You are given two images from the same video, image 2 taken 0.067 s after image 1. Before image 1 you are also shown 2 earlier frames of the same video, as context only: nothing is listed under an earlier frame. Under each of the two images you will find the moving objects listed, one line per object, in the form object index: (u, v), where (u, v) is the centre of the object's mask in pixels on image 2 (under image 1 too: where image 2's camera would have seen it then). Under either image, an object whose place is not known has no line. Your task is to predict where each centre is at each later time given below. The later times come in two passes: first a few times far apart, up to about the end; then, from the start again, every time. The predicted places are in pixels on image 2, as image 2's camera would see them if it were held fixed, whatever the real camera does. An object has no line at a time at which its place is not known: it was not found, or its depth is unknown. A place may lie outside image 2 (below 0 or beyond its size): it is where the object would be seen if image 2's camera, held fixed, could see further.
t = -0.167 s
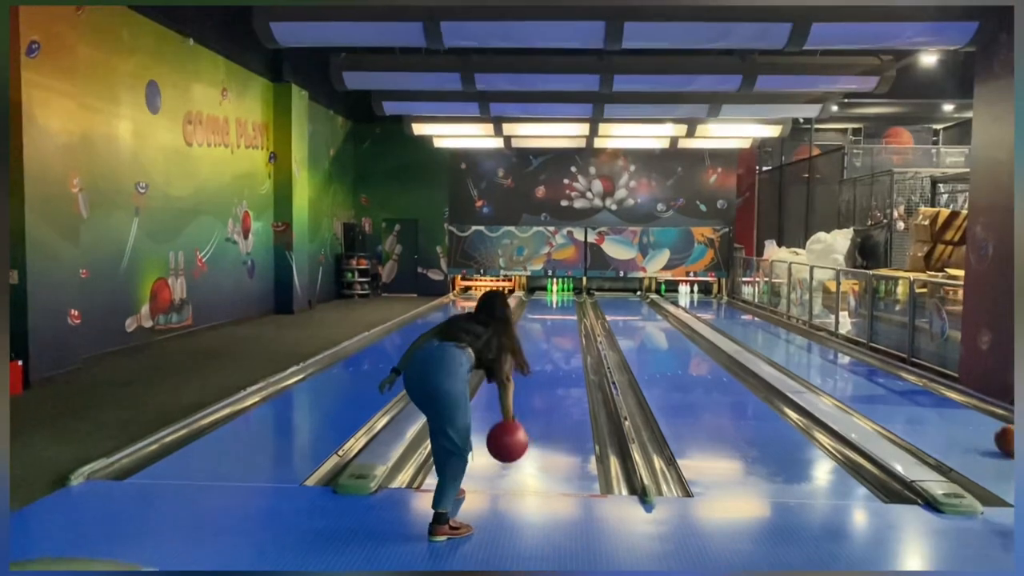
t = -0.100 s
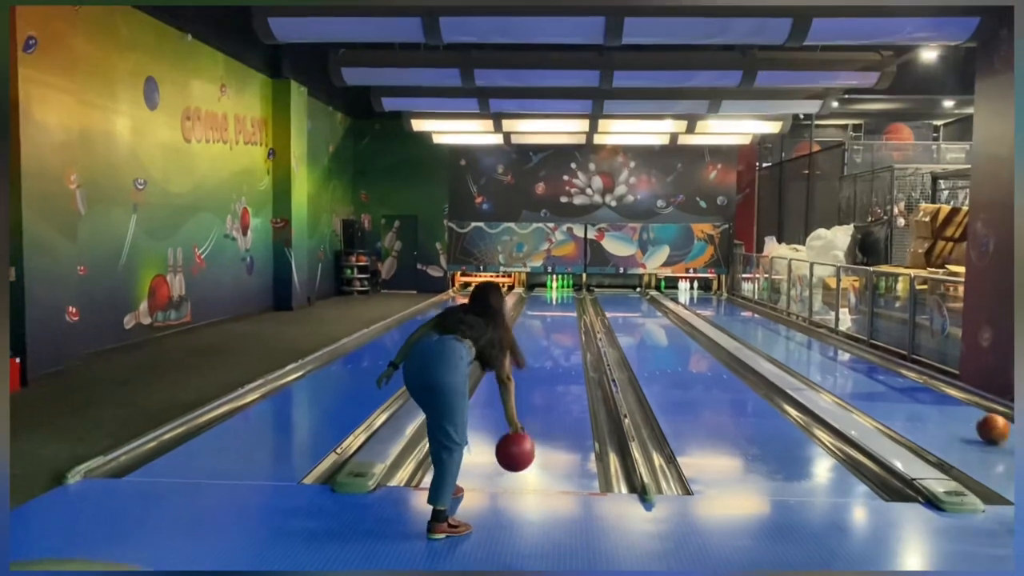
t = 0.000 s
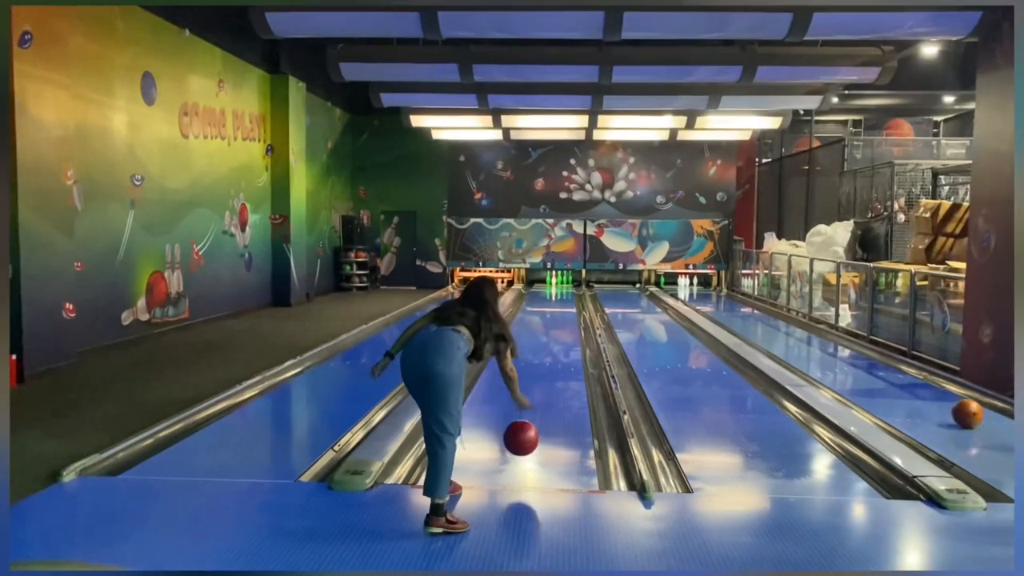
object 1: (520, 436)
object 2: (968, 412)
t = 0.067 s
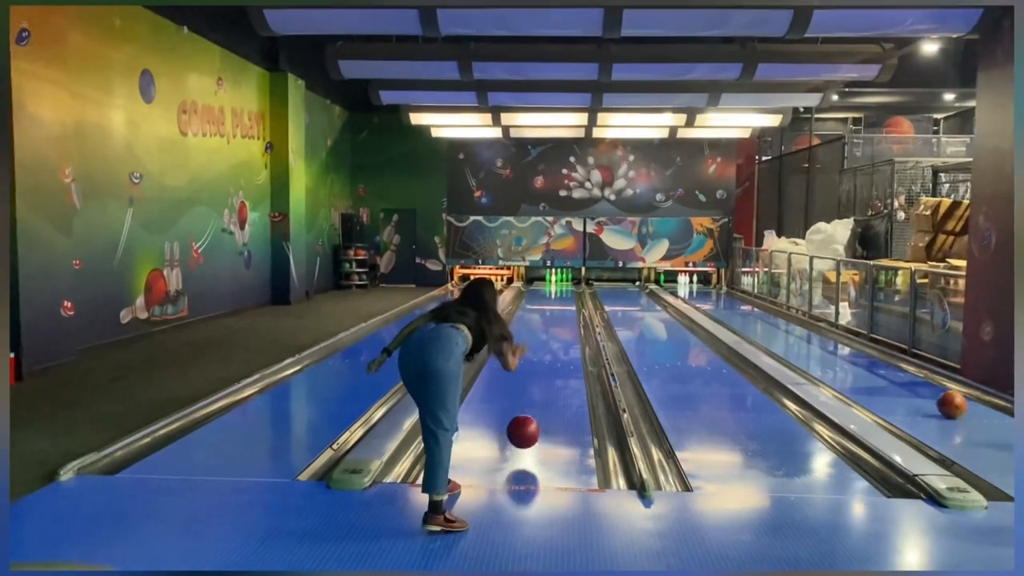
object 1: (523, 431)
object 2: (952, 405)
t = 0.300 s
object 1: (530, 398)
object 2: (905, 384)
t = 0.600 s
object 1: (537, 365)
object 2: (858, 363)
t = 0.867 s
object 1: (541, 344)
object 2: (826, 349)
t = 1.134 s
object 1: (543, 330)
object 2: (801, 338)
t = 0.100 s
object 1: (524, 432)
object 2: (945, 401)
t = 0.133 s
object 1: (525, 425)
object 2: (938, 398)
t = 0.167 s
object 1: (526, 416)
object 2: (930, 395)
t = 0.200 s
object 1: (528, 408)
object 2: (924, 392)
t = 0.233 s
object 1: (529, 403)
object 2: (917, 389)
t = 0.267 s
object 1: (530, 400)
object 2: (911, 387)
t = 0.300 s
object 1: (530, 398)
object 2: (905, 384)
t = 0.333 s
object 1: (531, 393)
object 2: (898, 381)
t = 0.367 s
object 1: (532, 389)
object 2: (893, 378)
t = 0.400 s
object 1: (533, 385)
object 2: (887, 376)
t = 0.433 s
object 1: (534, 382)
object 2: (882, 373)
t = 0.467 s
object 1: (534, 378)
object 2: (877, 371)
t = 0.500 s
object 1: (535, 374)
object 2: (872, 369)
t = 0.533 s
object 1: (536, 371)
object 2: (867, 367)
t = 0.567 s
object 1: (536, 368)
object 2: (863, 365)
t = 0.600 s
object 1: (537, 365)
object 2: (858, 363)
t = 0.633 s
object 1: (538, 362)
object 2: (854, 361)
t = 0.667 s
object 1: (538, 359)
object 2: (850, 359)
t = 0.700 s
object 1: (538, 356)
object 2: (845, 357)
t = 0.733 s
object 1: (539, 353)
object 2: (841, 356)
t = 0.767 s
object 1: (540, 351)
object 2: (838, 354)
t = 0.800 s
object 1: (540, 349)
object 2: (834, 353)
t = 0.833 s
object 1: (540, 346)
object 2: (830, 351)
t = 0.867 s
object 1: (541, 344)
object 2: (826, 349)
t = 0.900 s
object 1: (541, 342)
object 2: (823, 348)
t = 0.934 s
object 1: (542, 340)
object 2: (819, 346)
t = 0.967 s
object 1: (542, 338)
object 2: (816, 345)
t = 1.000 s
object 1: (542, 336)
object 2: (813, 344)
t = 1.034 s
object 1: (543, 335)
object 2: (810, 342)
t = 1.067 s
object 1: (543, 333)
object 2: (807, 341)
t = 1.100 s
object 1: (543, 331)
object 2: (804, 340)
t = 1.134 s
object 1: (543, 330)
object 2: (801, 338)
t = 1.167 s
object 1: (544, 328)
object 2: (798, 338)
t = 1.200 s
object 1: (544, 326)
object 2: (795, 336)
